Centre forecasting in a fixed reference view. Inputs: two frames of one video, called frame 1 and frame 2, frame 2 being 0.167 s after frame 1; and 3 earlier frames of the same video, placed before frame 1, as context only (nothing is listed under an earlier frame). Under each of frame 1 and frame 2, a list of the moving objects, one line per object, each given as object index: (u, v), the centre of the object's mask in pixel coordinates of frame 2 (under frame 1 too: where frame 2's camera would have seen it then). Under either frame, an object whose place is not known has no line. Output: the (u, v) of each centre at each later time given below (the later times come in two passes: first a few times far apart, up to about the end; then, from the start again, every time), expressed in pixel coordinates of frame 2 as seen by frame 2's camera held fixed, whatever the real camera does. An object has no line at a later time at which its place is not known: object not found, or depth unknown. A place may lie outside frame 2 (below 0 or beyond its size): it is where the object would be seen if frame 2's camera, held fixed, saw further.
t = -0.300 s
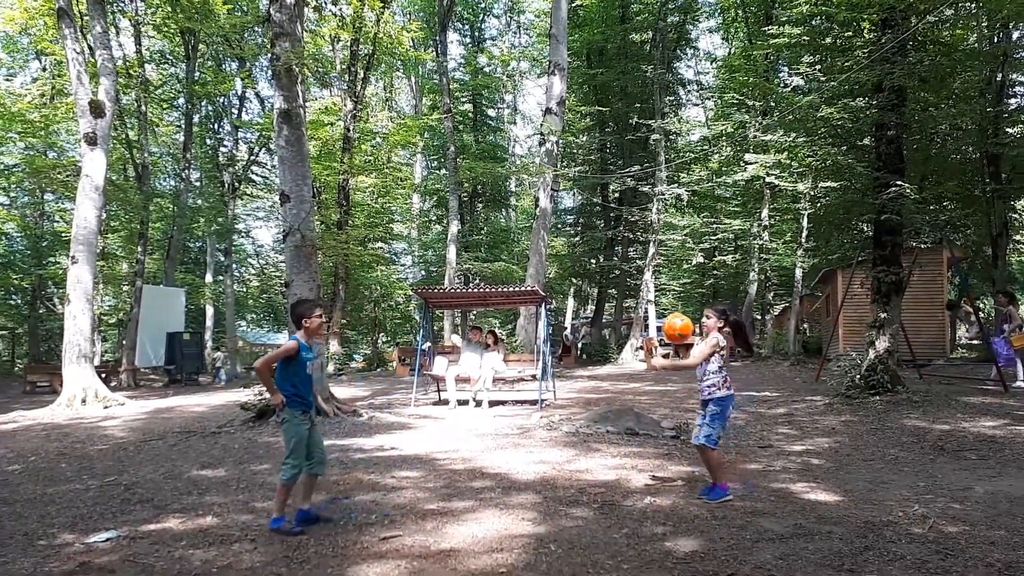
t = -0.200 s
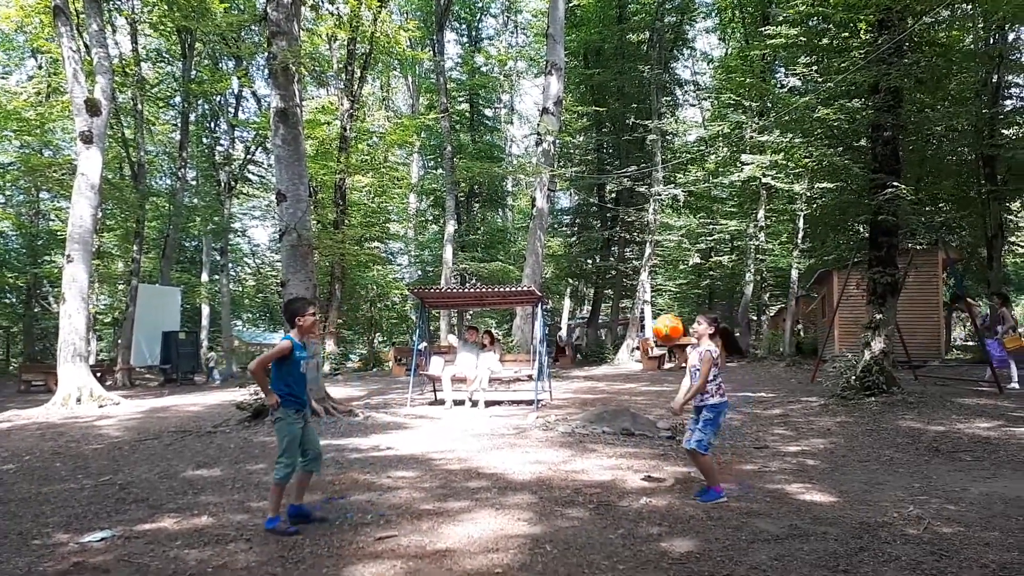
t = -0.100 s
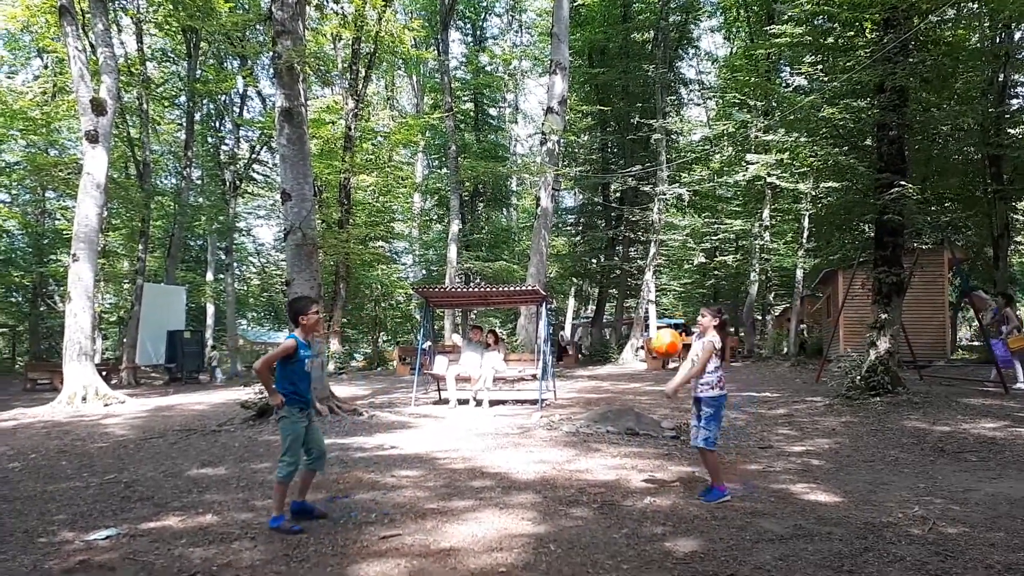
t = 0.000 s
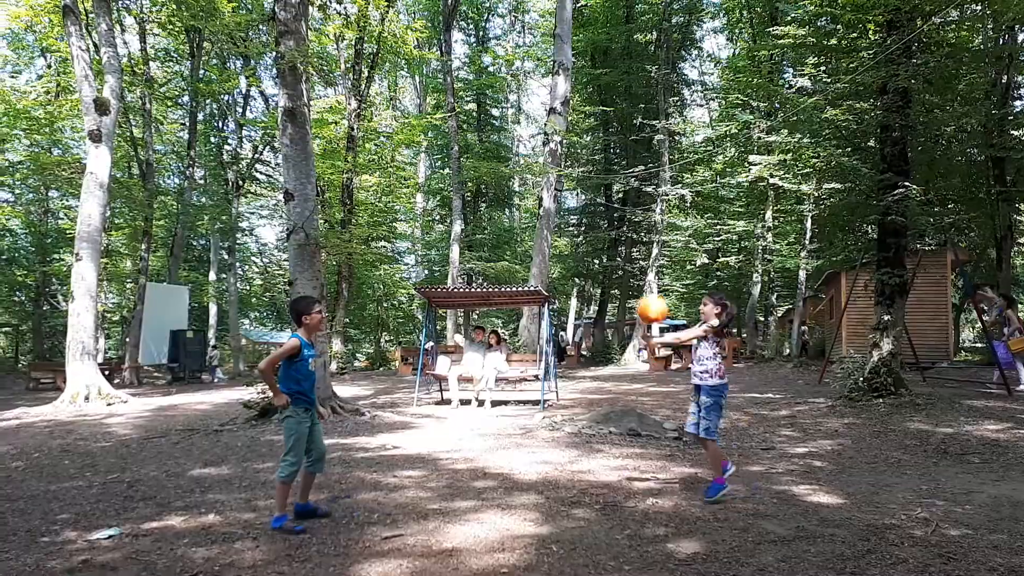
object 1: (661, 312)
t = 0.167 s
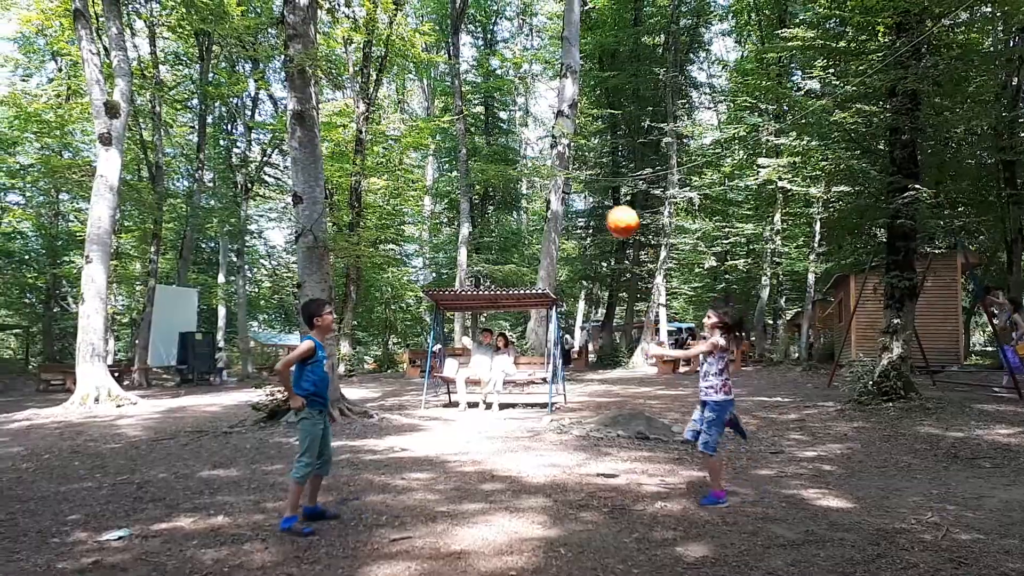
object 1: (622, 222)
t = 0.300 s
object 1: (592, 174)
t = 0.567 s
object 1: (524, 152)
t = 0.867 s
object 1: (437, 256)
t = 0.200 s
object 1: (615, 208)
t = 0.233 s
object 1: (607, 195)
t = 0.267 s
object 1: (600, 184)
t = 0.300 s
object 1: (592, 174)
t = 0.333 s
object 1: (583, 166)
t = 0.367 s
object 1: (575, 159)
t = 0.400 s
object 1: (567, 154)
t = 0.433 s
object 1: (559, 151)
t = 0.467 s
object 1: (550, 149)
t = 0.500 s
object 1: (541, 148)
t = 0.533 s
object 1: (533, 149)
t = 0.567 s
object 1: (524, 152)
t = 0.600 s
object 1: (514, 157)
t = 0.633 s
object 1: (506, 163)
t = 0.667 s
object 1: (497, 171)
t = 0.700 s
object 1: (487, 180)
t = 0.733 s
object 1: (477, 191)
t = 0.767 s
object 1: (468, 204)
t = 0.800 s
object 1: (458, 218)
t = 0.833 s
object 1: (448, 237)
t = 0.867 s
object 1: (437, 256)
